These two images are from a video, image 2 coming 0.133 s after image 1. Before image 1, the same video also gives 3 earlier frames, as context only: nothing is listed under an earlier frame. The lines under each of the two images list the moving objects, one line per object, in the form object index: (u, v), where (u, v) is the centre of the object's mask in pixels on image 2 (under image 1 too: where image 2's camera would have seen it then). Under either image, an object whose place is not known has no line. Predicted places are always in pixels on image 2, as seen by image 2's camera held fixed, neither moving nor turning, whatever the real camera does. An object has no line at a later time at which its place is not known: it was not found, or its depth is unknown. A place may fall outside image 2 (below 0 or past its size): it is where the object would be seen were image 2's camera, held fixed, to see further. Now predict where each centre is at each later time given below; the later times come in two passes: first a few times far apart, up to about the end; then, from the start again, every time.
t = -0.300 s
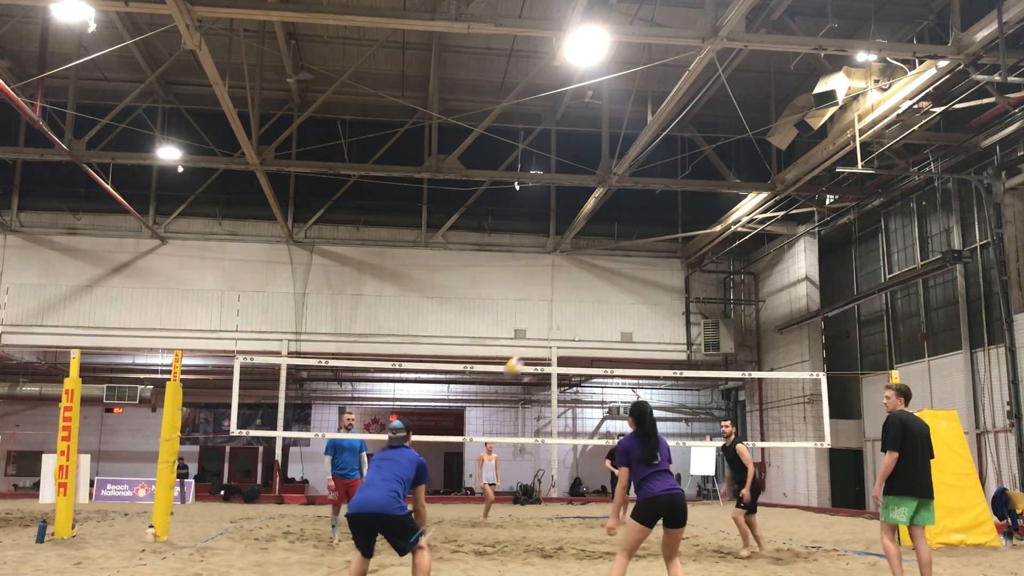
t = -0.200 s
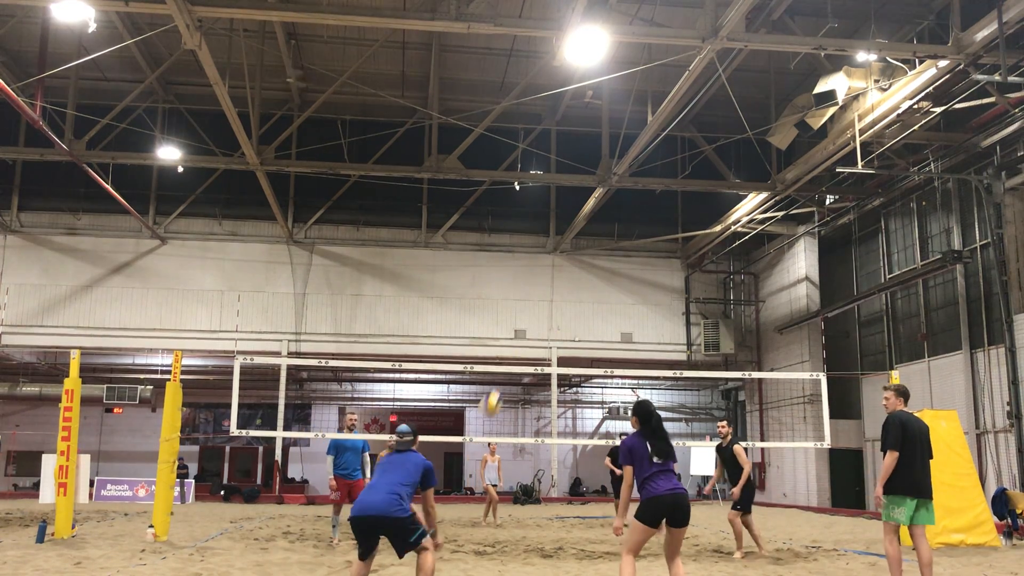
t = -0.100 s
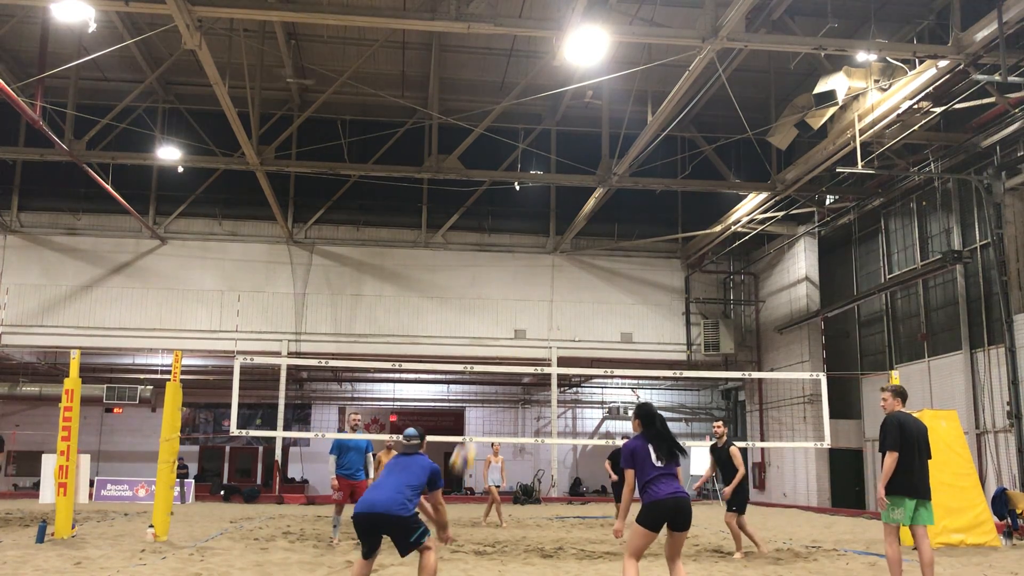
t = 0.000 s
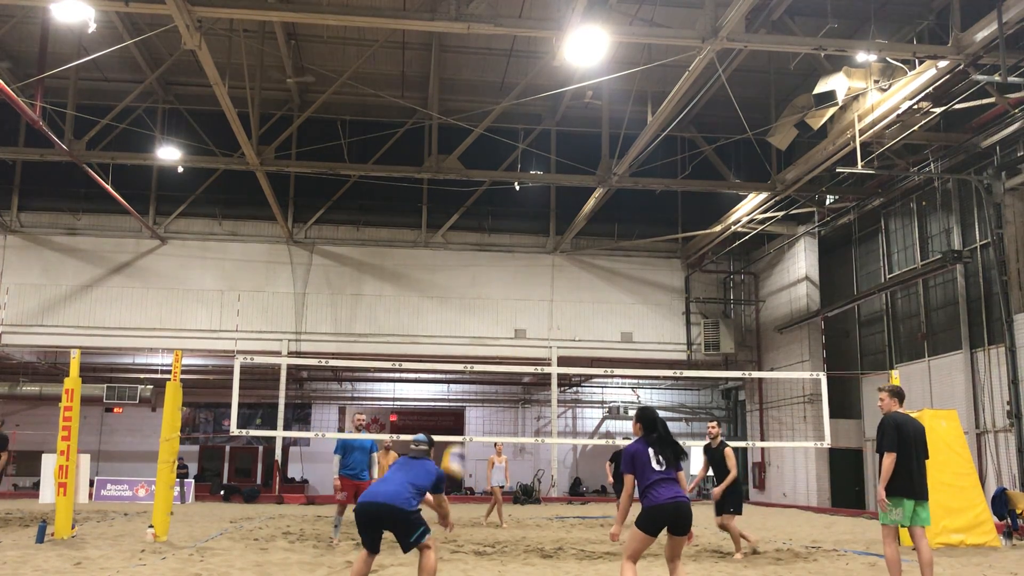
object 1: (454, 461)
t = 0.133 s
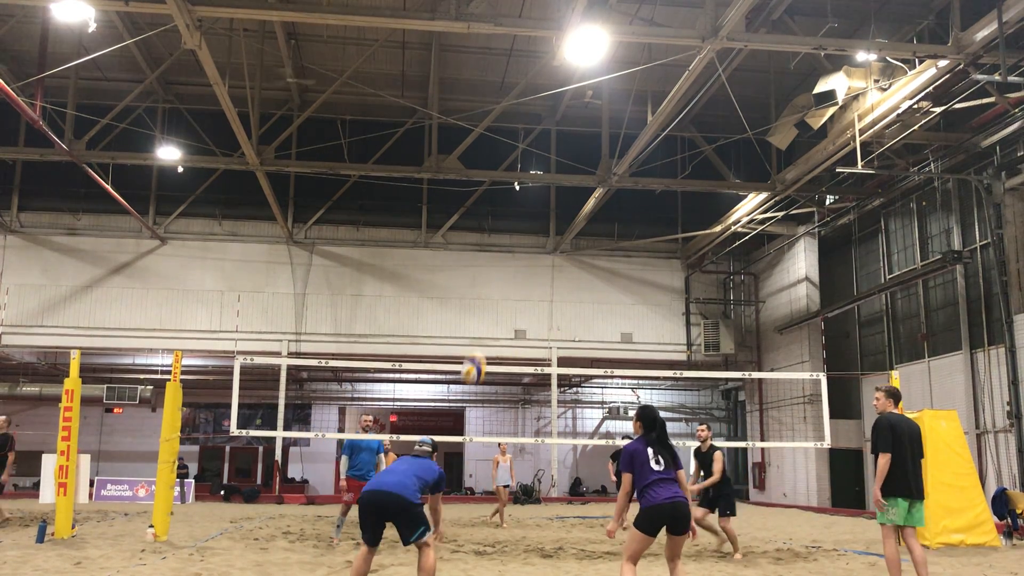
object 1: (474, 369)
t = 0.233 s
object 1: (487, 311)
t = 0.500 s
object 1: (520, 234)
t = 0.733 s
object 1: (546, 223)
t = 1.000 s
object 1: (572, 271)
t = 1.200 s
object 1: (591, 350)
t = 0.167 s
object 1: (478, 347)
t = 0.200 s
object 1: (483, 329)
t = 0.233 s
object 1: (487, 311)
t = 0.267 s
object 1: (492, 298)
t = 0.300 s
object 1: (496, 286)
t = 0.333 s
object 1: (500, 274)
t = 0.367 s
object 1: (504, 263)
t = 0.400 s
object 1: (509, 253)
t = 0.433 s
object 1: (512, 245)
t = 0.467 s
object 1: (516, 239)
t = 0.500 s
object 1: (520, 234)
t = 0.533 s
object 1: (524, 229)
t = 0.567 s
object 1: (528, 225)
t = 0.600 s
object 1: (531, 223)
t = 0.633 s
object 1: (535, 220)
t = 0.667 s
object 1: (538, 221)
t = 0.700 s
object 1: (542, 222)
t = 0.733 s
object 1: (546, 223)
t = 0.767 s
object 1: (549, 226)
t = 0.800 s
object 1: (552, 228)
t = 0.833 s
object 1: (555, 235)
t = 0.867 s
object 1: (559, 240)
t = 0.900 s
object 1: (562, 245)
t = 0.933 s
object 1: (565, 253)
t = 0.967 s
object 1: (569, 262)
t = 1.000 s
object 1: (572, 271)
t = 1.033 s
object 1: (576, 282)
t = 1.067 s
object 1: (579, 293)
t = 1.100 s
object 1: (582, 306)
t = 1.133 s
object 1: (584, 319)
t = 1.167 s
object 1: (587, 332)
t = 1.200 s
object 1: (591, 350)
